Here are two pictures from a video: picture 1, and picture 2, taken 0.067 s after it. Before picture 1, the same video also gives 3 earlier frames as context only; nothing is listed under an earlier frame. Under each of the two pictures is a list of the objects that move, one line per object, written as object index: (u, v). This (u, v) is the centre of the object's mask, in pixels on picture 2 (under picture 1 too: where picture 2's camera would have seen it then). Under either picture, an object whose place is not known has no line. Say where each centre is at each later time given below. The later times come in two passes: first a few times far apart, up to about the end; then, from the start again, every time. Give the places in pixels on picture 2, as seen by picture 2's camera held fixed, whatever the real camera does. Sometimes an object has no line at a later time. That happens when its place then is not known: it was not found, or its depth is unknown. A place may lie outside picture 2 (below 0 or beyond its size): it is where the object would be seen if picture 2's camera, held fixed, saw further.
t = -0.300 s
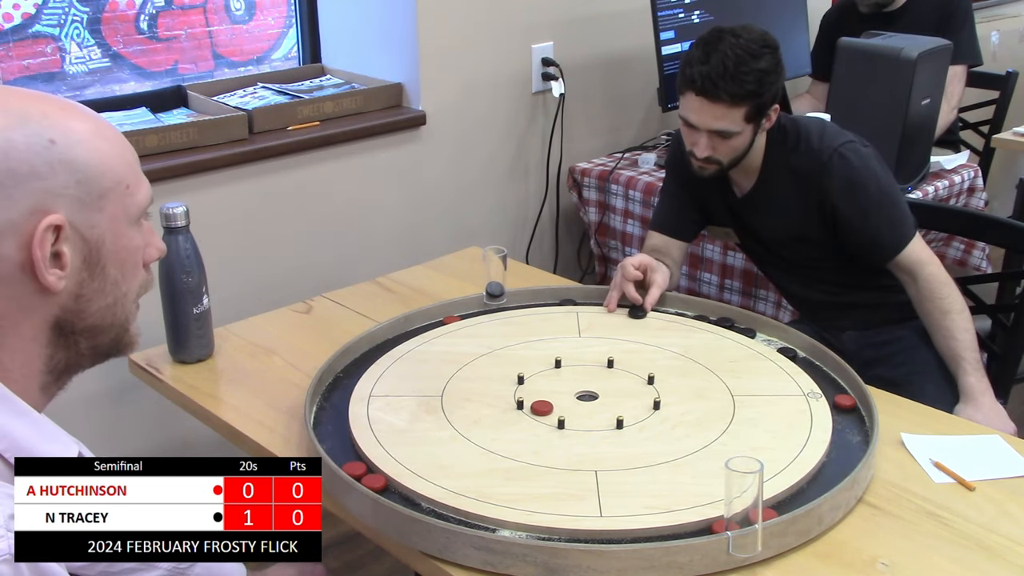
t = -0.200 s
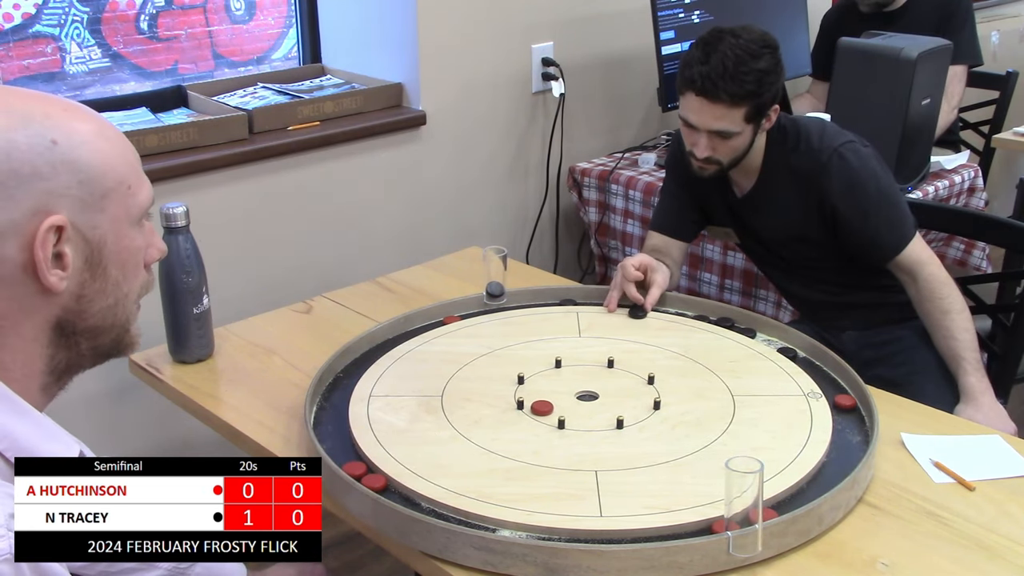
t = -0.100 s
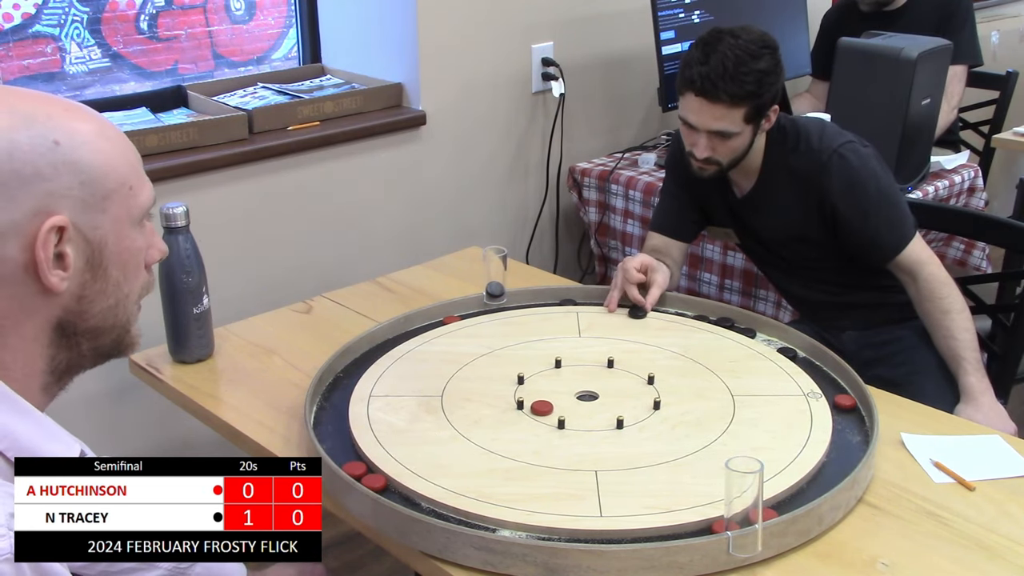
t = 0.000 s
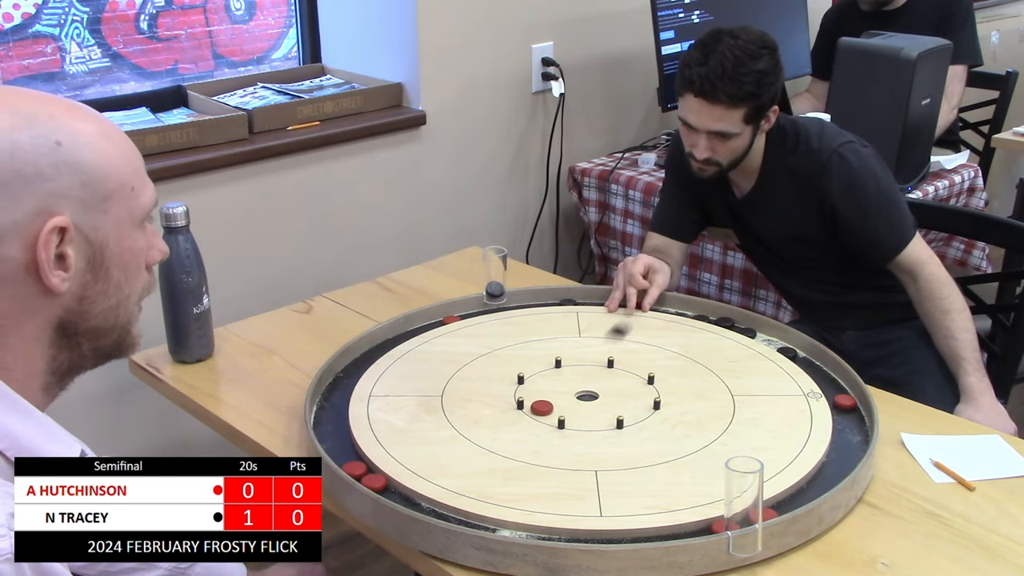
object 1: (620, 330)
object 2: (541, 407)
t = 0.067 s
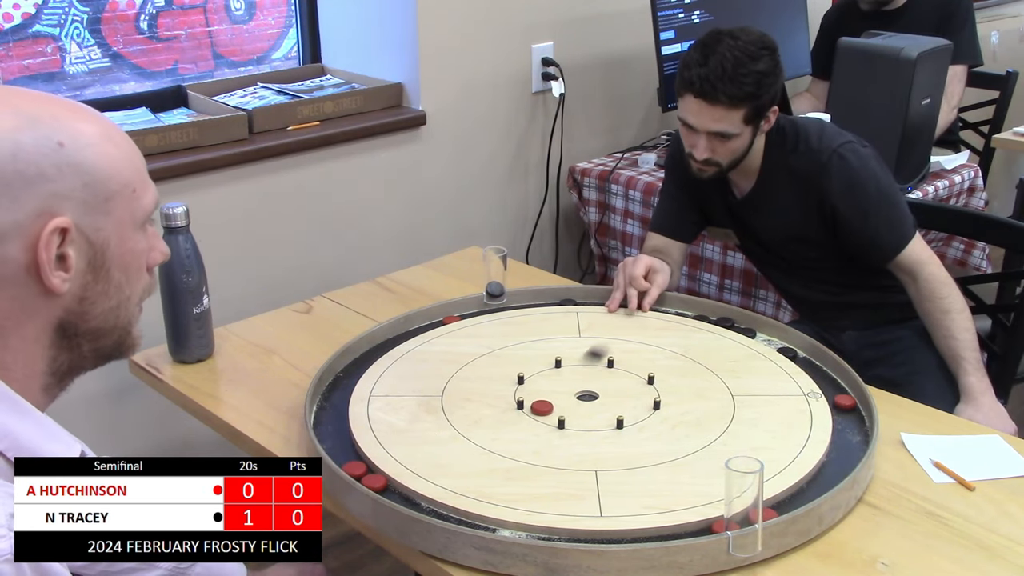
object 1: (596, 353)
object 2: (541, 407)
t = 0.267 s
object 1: (544, 399)
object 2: (517, 436)
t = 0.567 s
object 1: (540, 400)
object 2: (455, 521)
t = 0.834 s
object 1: (540, 400)
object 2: (456, 521)
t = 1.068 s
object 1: (540, 400)
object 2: (456, 521)
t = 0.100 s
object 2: (541, 407)
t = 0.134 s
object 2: (541, 407)
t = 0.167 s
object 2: (541, 407)
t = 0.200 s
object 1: (548, 398)
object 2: (538, 411)
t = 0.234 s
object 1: (546, 399)
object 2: (527, 425)
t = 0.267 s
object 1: (544, 399)
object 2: (517, 436)
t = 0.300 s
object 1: (542, 400)
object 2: (506, 449)
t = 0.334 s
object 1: (541, 400)
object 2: (494, 464)
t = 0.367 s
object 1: (541, 400)
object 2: (483, 476)
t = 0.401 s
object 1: (541, 400)
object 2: (472, 489)
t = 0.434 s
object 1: (541, 400)
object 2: (458, 506)
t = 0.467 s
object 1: (541, 400)
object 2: (451, 518)
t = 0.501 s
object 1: (541, 400)
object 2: (456, 518)
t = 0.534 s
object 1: (540, 400)
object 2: (457, 520)
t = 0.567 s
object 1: (540, 400)
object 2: (455, 521)
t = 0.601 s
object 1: (540, 400)
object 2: (455, 521)
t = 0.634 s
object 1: (540, 400)
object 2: (457, 521)
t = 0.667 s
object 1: (540, 400)
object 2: (458, 520)
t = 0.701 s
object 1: (540, 400)
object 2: (458, 520)
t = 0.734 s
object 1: (540, 400)
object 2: (458, 521)
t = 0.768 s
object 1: (540, 400)
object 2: (456, 521)
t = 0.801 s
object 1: (540, 400)
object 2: (456, 521)
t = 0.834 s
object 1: (540, 400)
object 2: (456, 521)
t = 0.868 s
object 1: (540, 400)
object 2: (457, 521)
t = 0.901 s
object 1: (540, 400)
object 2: (456, 521)
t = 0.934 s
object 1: (540, 400)
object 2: (456, 521)
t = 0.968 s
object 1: (540, 400)
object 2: (456, 521)
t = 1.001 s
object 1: (540, 400)
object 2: (456, 521)
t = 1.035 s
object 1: (540, 400)
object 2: (456, 521)
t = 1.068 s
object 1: (540, 400)
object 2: (456, 521)
